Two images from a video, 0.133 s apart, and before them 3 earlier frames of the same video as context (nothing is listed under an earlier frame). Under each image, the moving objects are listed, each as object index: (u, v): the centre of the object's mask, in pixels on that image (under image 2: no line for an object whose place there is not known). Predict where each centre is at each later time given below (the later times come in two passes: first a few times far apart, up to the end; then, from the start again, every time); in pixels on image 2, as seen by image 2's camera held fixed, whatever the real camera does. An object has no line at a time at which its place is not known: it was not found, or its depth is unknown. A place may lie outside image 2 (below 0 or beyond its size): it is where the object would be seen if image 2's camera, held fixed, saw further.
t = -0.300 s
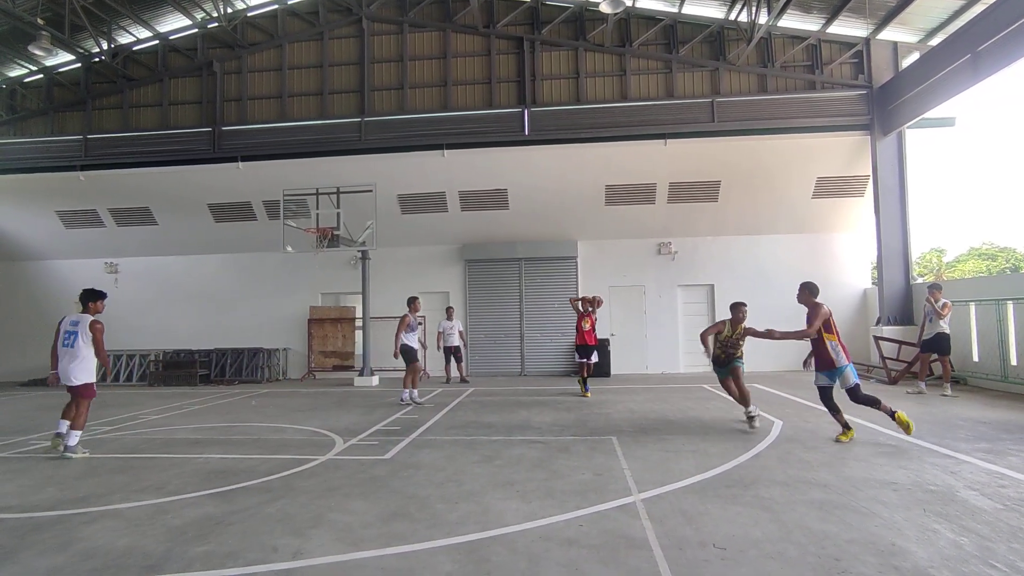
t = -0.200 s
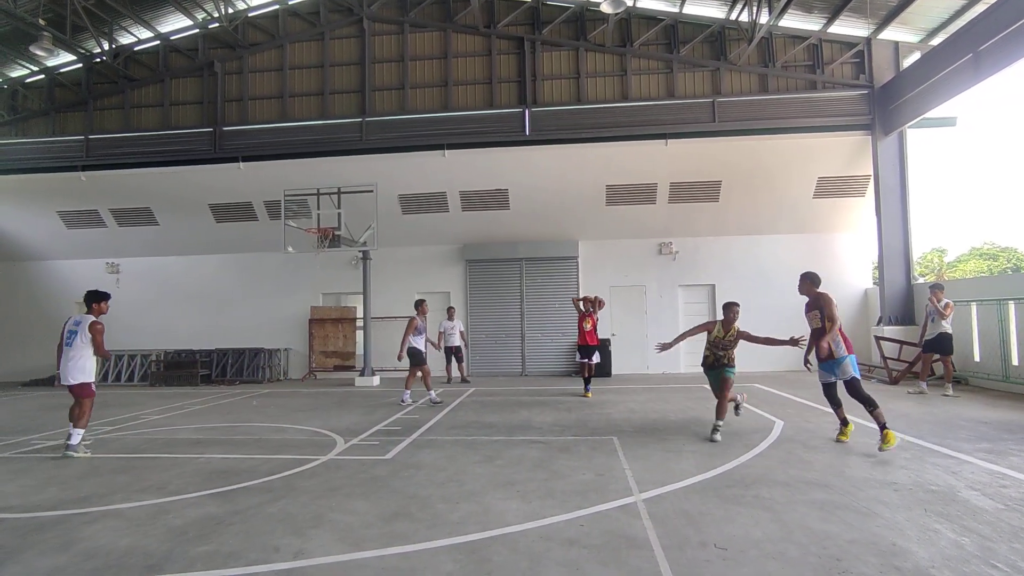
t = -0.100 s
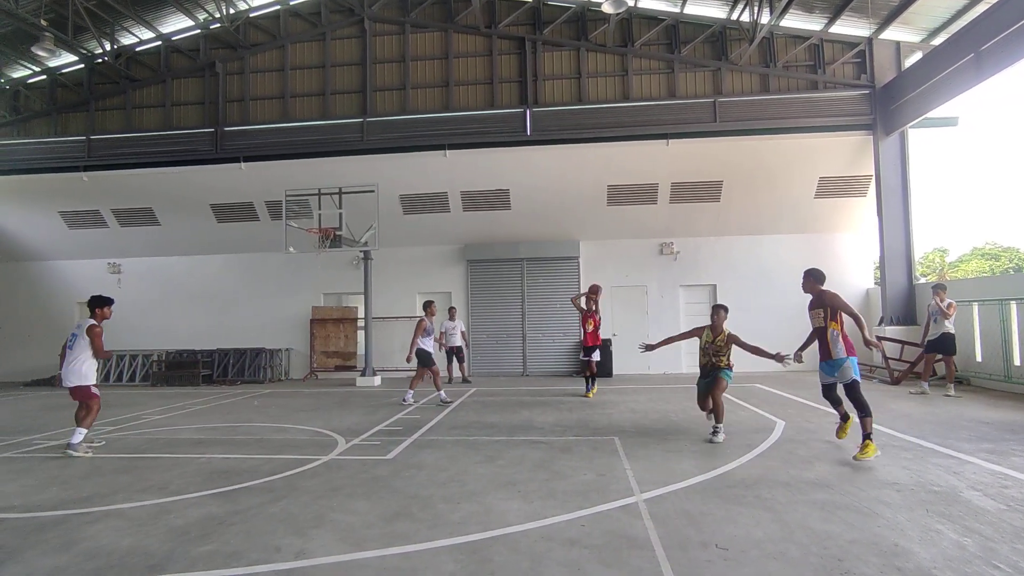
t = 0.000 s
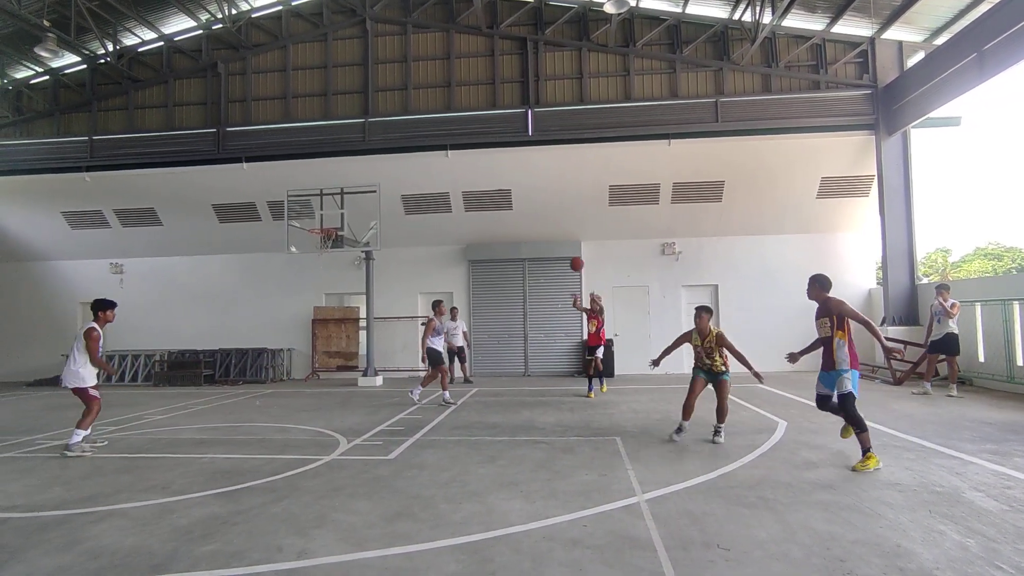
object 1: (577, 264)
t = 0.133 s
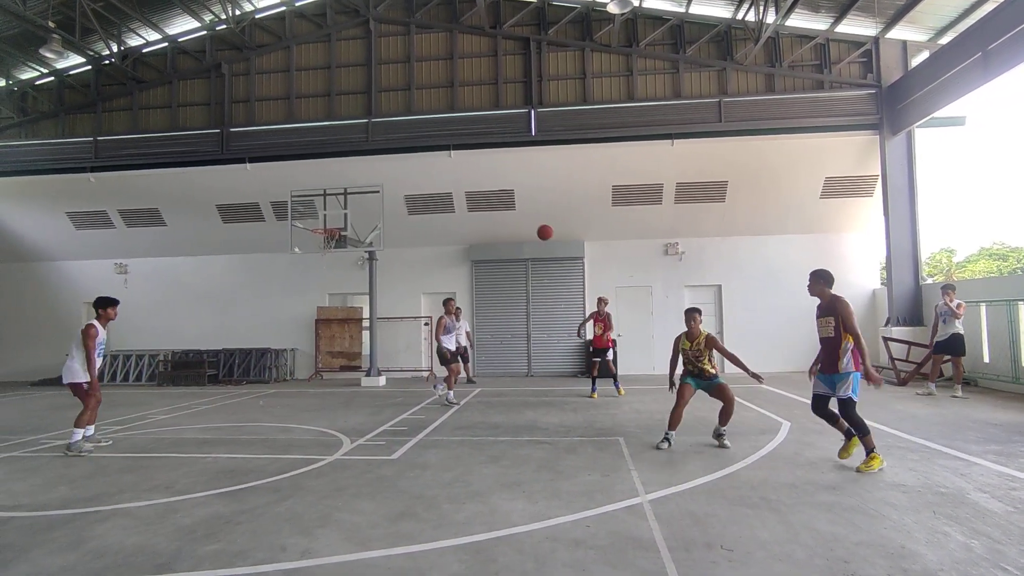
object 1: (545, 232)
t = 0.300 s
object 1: (490, 201)
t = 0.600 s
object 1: (338, 186)
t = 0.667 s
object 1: (288, 195)
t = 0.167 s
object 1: (535, 225)
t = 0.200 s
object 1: (524, 218)
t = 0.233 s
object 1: (513, 212)
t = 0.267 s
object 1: (502, 206)
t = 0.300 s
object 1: (490, 201)
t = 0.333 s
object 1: (478, 196)
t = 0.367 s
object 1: (463, 192)
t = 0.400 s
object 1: (449, 189)
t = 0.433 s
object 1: (434, 186)
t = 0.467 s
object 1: (417, 184)
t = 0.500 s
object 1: (399, 183)
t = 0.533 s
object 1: (381, 183)
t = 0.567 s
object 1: (360, 184)
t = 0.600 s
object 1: (338, 186)
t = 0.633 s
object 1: (314, 190)
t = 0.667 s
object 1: (288, 195)
